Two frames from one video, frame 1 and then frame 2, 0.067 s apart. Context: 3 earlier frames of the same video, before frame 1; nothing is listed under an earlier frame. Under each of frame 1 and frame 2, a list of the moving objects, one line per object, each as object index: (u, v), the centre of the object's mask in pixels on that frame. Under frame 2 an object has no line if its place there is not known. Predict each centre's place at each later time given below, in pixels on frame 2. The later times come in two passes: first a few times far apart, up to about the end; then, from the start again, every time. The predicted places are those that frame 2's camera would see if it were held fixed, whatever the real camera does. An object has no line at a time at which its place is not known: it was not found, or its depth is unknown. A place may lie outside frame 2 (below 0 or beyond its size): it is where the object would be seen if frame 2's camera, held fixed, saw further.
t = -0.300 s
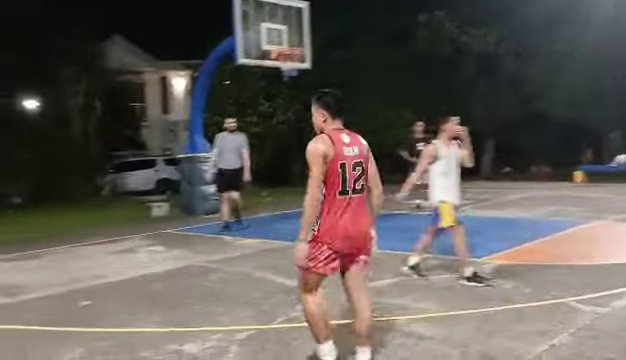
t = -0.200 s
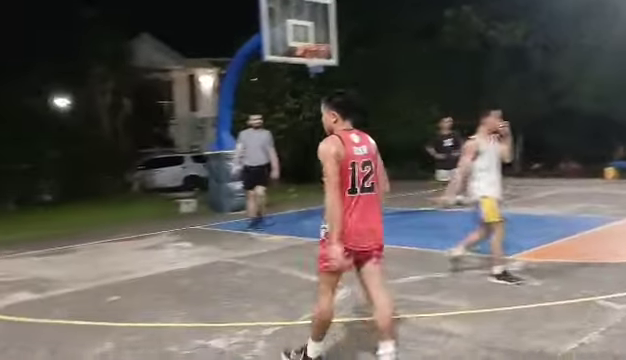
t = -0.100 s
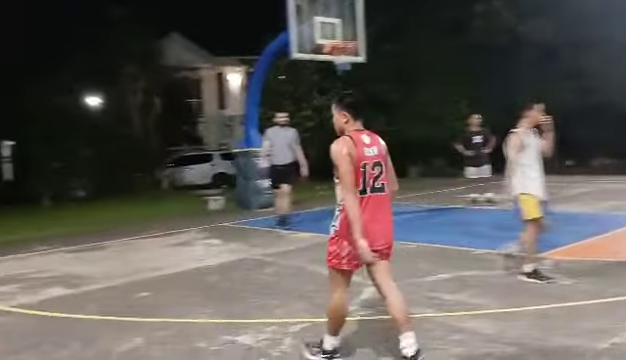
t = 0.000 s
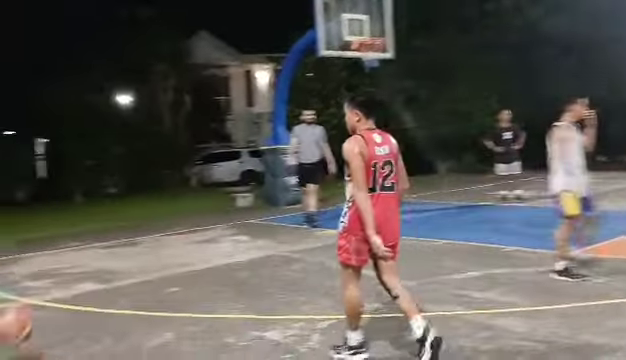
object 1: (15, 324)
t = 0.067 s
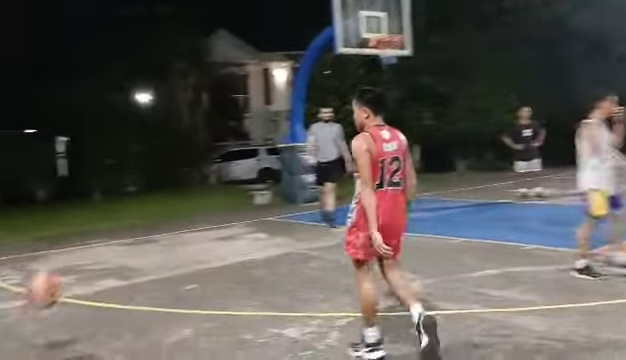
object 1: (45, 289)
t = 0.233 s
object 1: (60, 240)
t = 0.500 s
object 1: (86, 241)
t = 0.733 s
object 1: (120, 329)
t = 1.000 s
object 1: (143, 271)
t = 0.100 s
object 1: (44, 276)
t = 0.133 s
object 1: (47, 267)
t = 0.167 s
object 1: (52, 256)
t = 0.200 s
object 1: (56, 246)
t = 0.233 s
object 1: (60, 240)
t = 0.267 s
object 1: (62, 236)
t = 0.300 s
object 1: (65, 231)
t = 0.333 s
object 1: (69, 229)
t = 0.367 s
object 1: (73, 228)
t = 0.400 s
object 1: (76, 228)
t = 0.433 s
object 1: (79, 230)
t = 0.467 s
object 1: (83, 235)
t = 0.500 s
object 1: (86, 241)
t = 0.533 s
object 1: (91, 247)
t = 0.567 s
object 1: (95, 255)
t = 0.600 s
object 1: (98, 265)
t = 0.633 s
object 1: (104, 280)
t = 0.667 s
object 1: (109, 293)
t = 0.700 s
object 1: (113, 308)
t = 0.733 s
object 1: (120, 329)
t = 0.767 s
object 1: (122, 338)
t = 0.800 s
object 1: (126, 330)
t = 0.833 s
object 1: (128, 313)
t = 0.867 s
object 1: (130, 300)
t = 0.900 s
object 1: (133, 294)
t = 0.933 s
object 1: (137, 285)
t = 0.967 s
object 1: (140, 279)
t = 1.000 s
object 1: (143, 271)
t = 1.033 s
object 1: (148, 268)
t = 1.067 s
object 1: (151, 266)
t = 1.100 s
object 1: (155, 266)
